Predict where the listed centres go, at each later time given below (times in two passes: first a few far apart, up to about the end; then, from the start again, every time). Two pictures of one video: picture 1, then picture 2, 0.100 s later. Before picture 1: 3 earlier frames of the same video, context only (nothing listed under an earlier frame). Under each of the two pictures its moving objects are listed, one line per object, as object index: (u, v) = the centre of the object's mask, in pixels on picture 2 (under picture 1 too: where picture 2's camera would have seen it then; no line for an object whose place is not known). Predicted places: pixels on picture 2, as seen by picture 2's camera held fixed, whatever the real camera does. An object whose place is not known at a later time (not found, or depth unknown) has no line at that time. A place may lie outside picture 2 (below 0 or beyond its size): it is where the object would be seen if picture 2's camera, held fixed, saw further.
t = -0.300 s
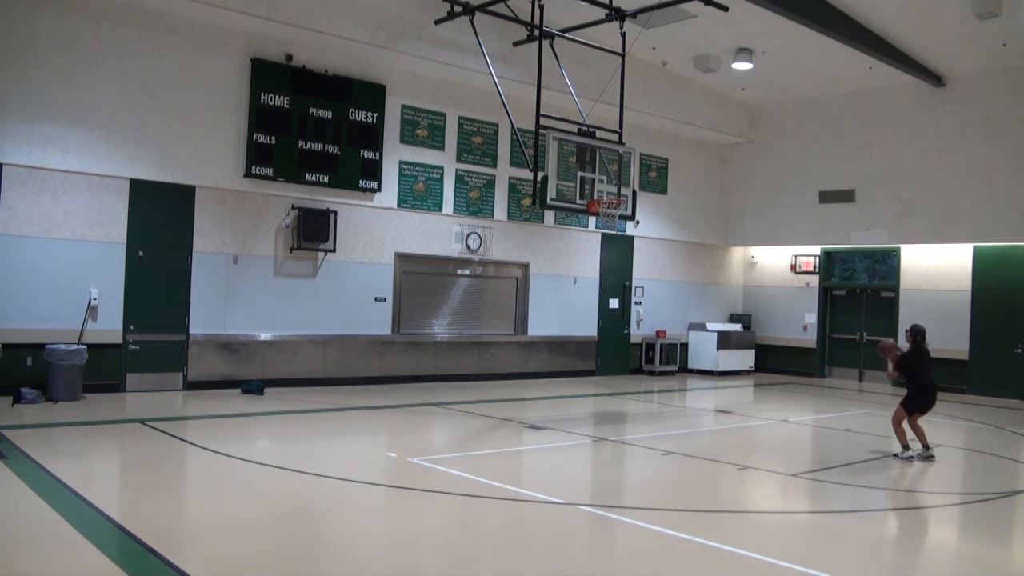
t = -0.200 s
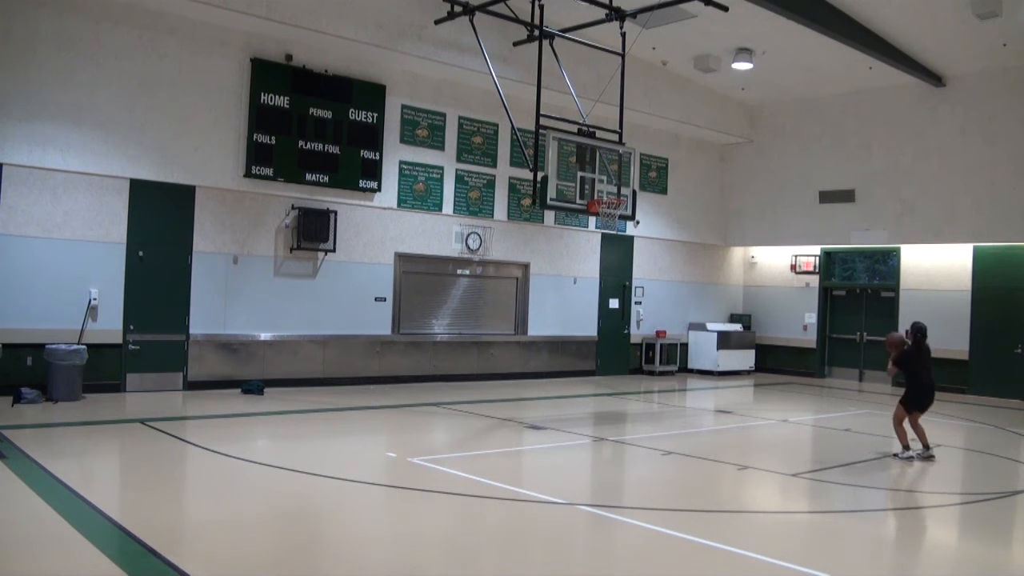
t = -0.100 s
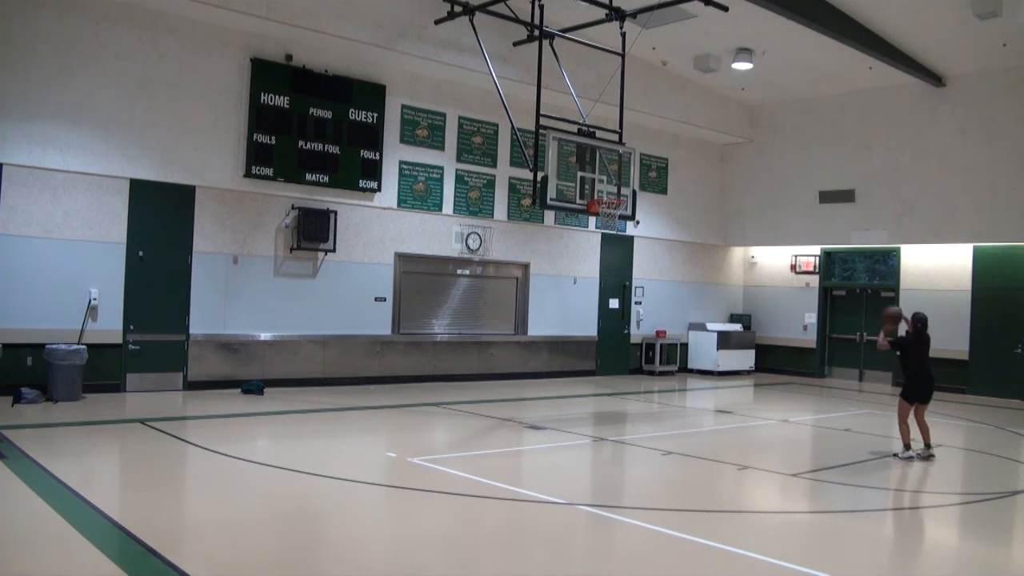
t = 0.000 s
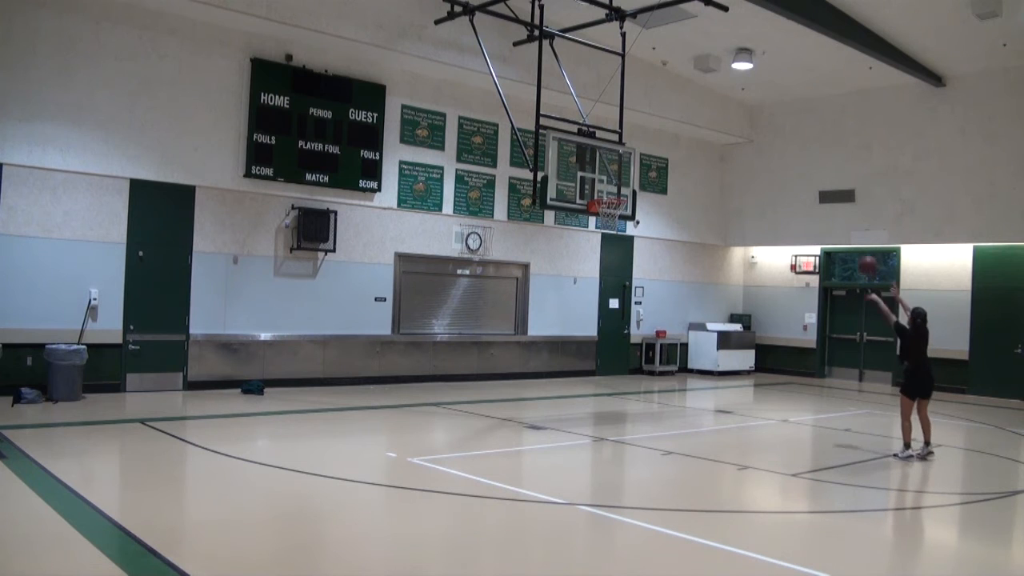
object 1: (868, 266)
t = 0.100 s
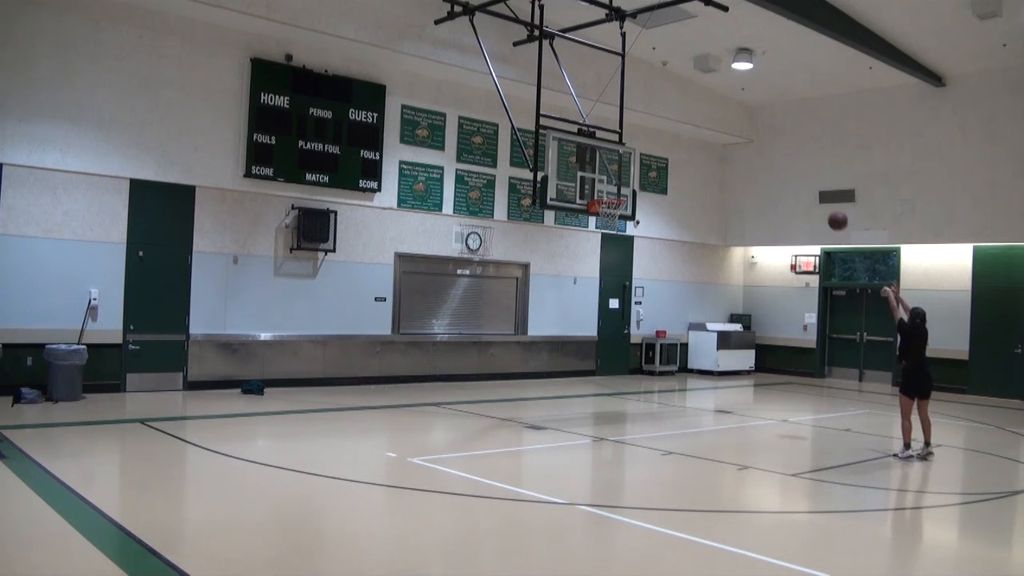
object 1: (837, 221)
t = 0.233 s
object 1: (798, 177)
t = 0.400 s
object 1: (752, 145)
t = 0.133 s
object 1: (828, 208)
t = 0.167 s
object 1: (818, 197)
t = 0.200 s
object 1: (808, 186)
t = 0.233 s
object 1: (798, 177)
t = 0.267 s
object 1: (789, 169)
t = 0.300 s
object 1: (779, 162)
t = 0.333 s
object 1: (770, 155)
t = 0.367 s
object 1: (761, 150)
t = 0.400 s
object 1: (752, 145)
